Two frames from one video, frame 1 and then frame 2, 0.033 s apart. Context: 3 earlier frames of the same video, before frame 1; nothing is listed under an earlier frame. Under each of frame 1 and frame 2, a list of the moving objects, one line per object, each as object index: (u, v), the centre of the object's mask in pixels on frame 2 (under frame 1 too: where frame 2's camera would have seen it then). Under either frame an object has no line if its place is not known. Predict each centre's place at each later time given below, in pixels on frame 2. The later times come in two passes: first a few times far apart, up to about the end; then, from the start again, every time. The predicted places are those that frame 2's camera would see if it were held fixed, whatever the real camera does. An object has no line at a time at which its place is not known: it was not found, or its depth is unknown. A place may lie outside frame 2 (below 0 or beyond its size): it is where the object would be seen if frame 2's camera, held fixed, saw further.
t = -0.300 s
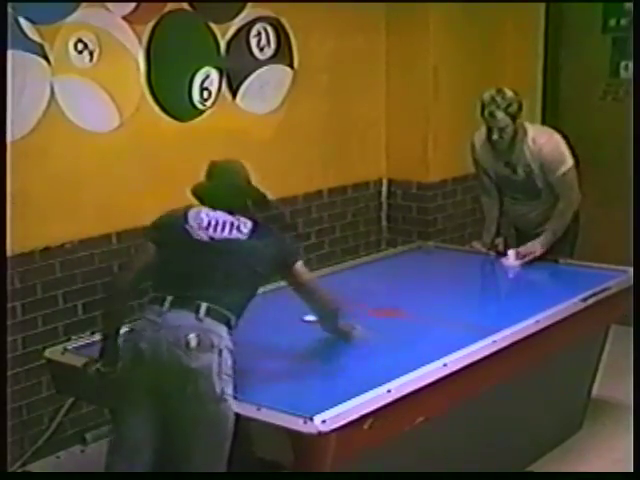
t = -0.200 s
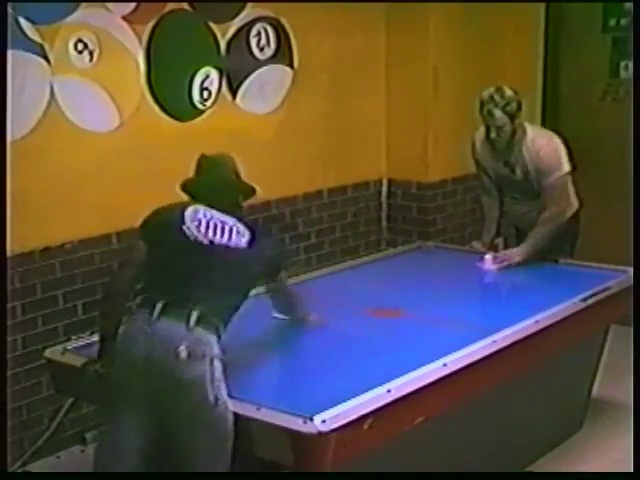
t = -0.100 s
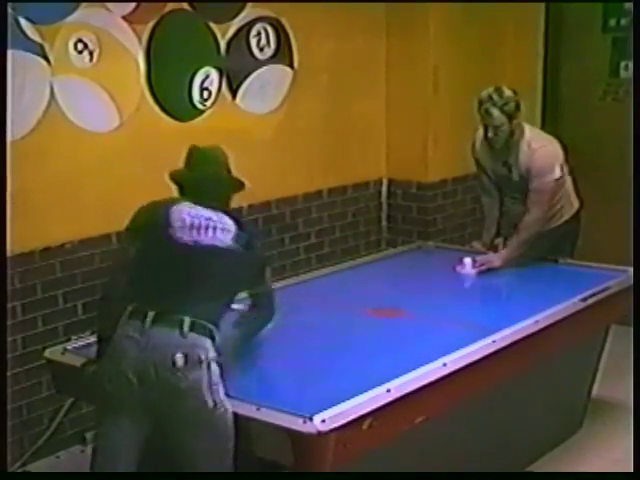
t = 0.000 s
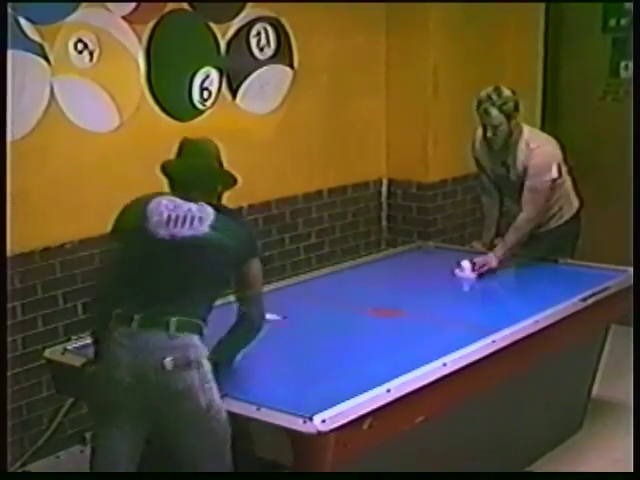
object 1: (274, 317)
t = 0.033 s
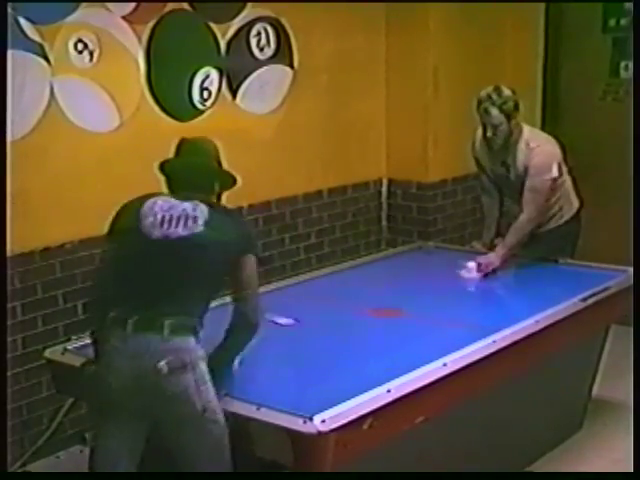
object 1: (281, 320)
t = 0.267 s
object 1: (380, 349)
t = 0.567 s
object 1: (337, 345)
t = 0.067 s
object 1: (293, 324)
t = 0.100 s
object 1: (306, 328)
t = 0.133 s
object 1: (323, 332)
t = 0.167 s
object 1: (337, 337)
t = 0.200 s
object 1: (352, 341)
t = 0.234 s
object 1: (364, 344)
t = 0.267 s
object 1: (380, 349)
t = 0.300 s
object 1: (391, 352)
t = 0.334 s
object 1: (415, 358)
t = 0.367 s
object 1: (423, 361)
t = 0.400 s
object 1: (414, 359)
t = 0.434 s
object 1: (397, 356)
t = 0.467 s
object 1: (382, 354)
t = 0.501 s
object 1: (366, 351)
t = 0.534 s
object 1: (354, 348)
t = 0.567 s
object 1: (337, 345)
